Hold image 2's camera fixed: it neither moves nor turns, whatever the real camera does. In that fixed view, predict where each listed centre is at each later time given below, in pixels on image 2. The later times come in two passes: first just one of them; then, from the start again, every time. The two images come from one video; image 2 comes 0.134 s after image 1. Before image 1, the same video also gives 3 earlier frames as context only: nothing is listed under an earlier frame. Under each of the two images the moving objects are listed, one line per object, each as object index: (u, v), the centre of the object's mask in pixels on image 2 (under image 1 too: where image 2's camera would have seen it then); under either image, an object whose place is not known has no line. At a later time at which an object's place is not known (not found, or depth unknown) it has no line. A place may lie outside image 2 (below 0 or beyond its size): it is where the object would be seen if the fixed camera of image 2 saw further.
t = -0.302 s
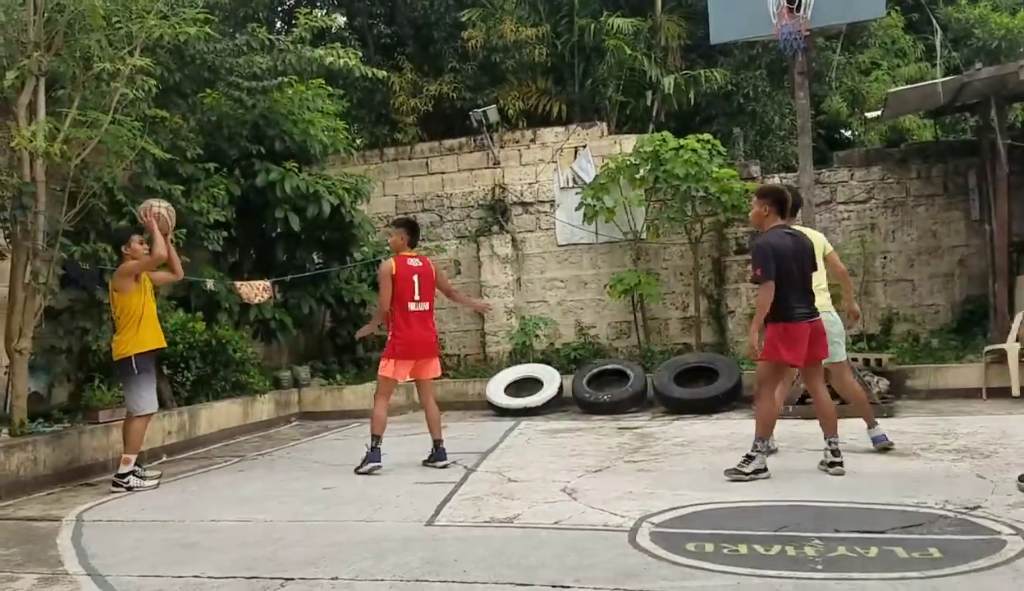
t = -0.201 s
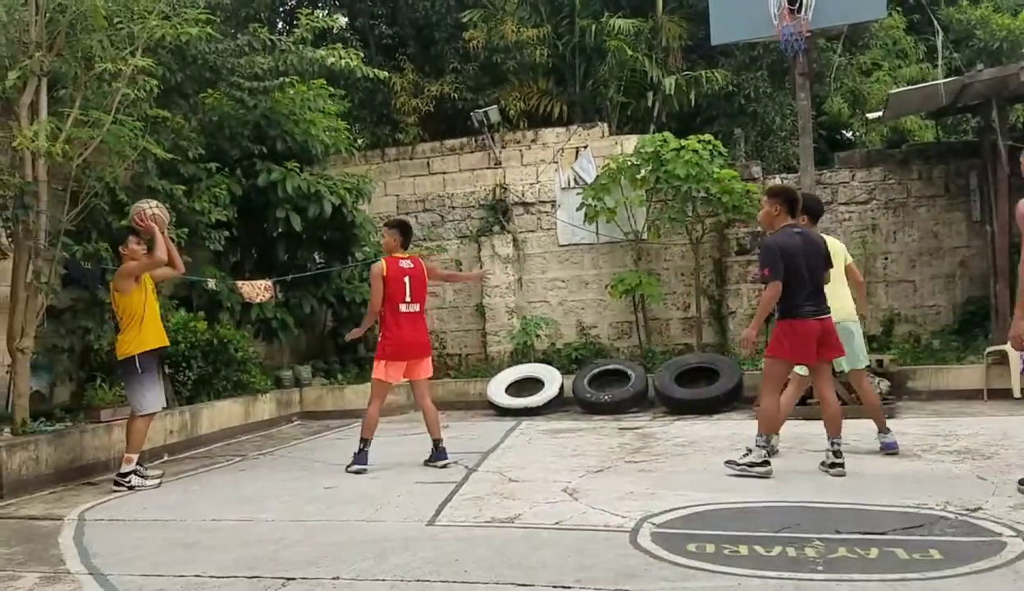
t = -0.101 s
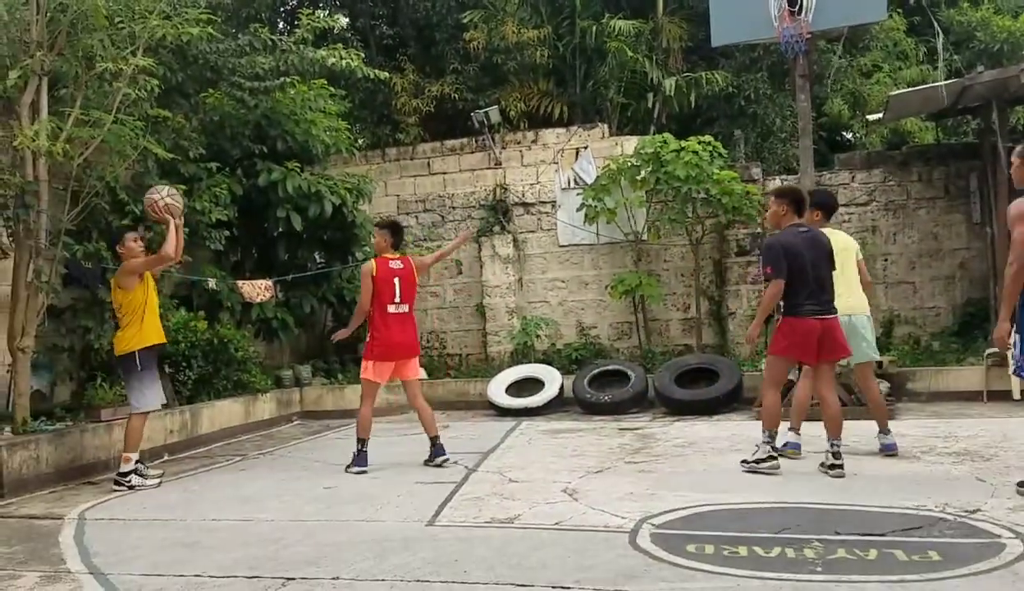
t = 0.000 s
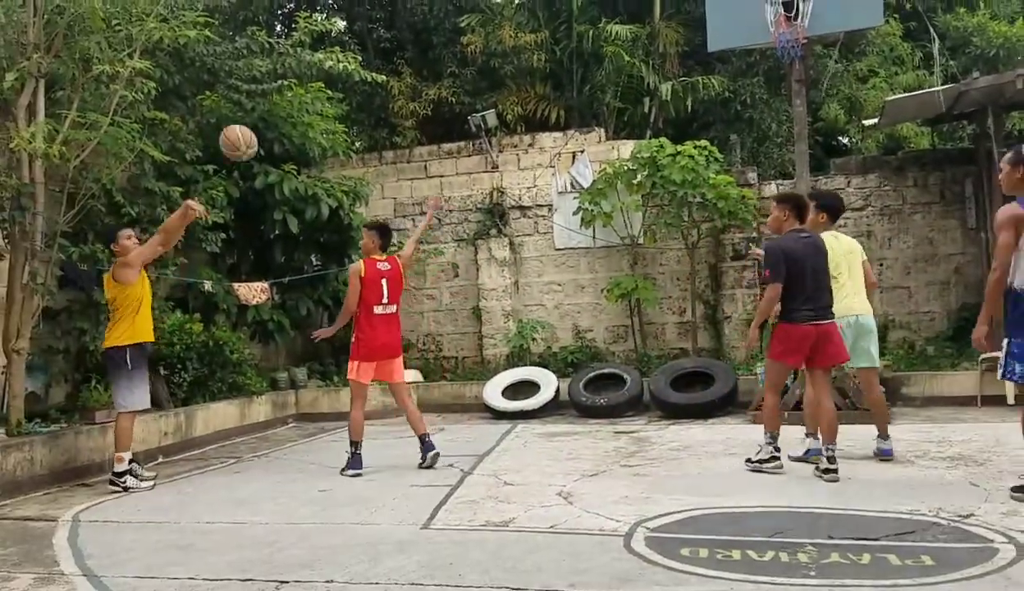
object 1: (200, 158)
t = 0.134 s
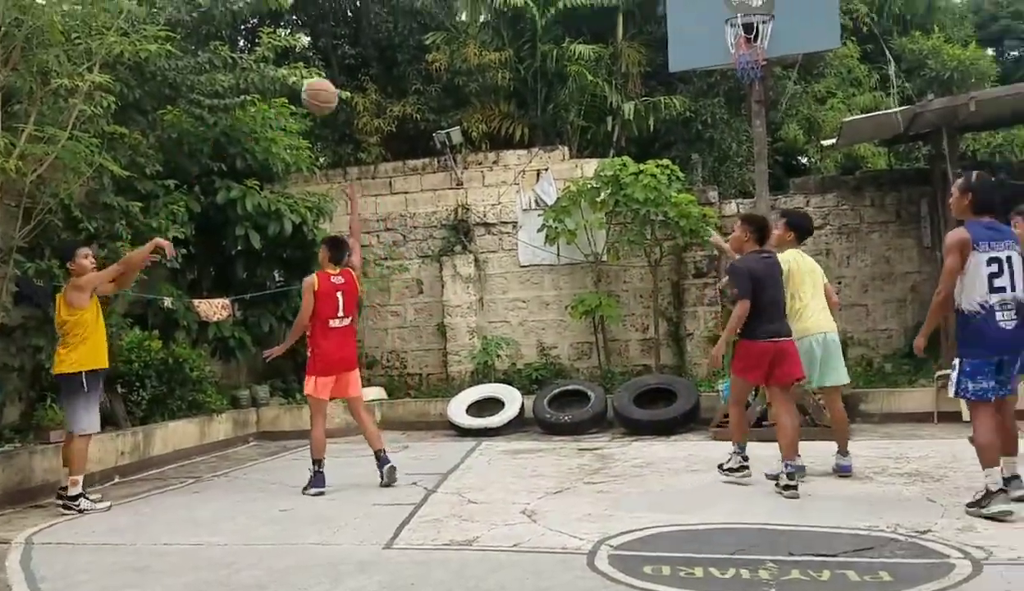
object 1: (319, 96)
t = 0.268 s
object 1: (433, 59)
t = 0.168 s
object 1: (347, 84)
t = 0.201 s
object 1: (376, 73)
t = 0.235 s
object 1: (404, 67)
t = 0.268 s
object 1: (433, 59)
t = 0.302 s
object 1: (460, 55)
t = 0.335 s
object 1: (487, 51)
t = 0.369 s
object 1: (517, 50)
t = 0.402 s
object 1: (544, 51)
